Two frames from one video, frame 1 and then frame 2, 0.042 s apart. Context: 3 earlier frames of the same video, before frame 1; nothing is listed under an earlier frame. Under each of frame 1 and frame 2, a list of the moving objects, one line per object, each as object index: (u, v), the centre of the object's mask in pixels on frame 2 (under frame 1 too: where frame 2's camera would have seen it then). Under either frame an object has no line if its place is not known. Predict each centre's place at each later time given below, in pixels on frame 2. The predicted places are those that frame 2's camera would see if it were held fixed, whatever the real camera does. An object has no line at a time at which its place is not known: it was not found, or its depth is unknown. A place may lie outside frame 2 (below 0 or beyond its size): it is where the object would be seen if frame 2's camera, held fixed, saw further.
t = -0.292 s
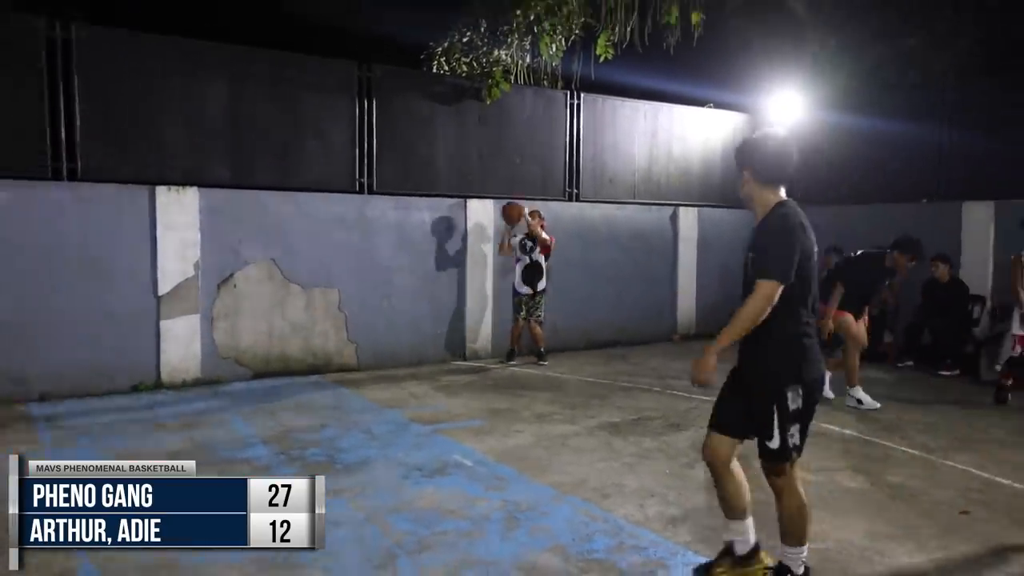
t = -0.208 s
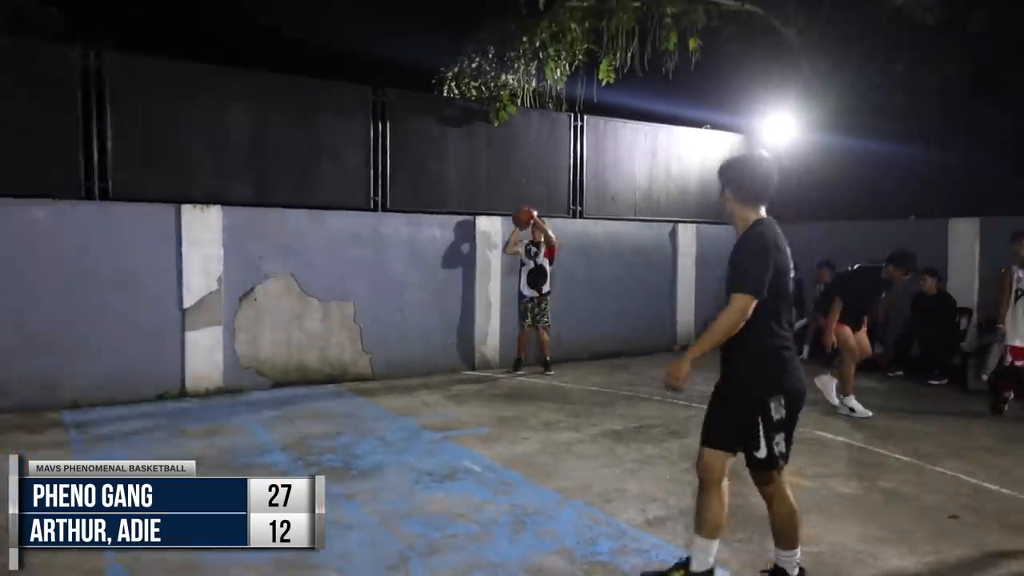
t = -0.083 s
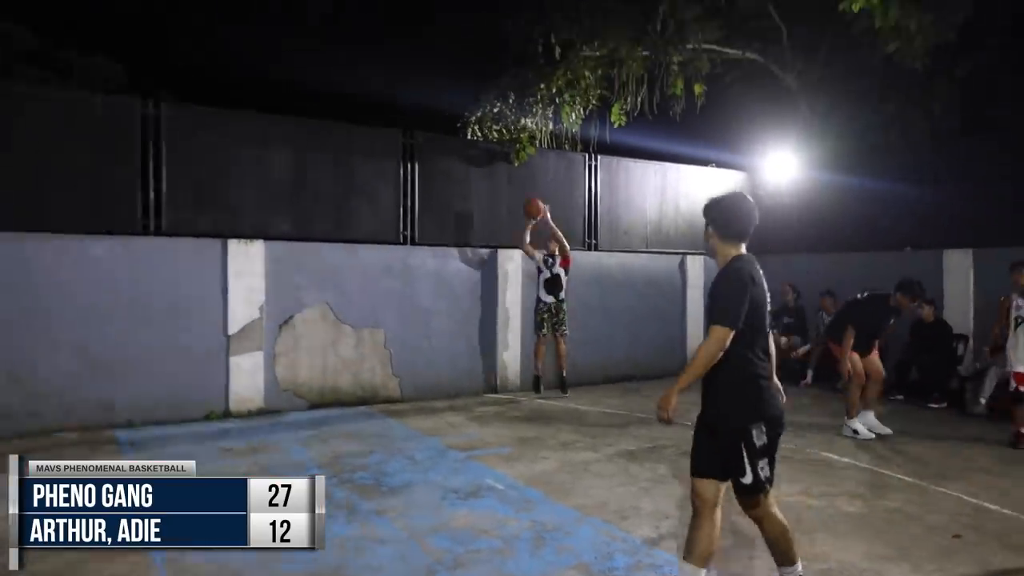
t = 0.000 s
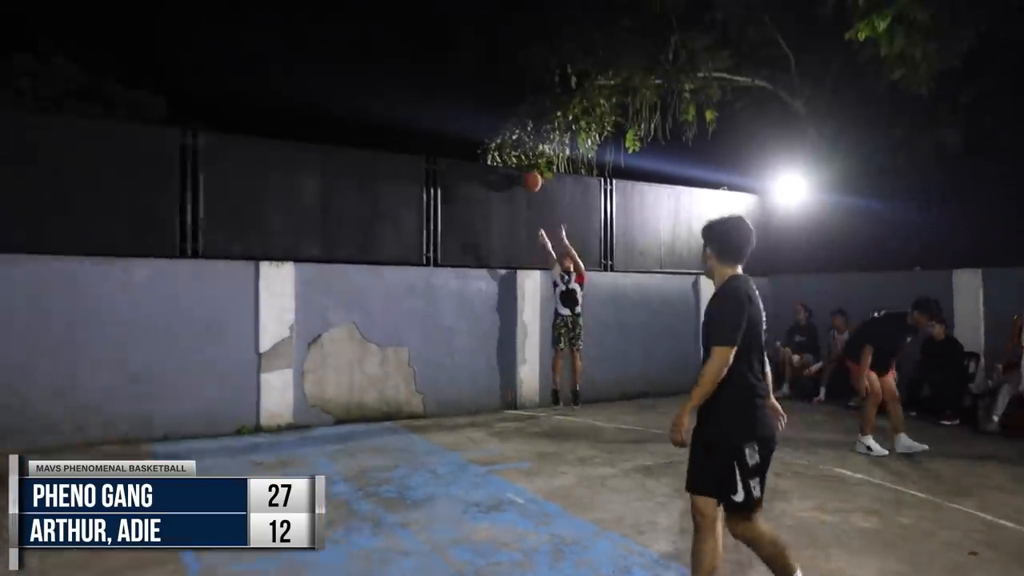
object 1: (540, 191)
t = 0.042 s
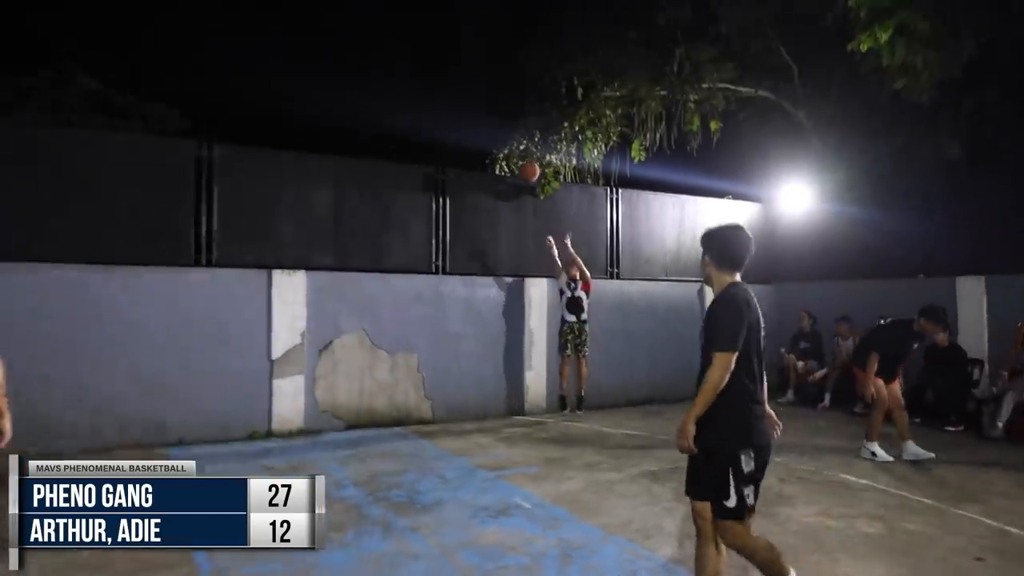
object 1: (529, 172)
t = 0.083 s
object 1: (516, 142)
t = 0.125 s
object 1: (506, 123)
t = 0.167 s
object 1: (489, 97)
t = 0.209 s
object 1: (478, 79)
